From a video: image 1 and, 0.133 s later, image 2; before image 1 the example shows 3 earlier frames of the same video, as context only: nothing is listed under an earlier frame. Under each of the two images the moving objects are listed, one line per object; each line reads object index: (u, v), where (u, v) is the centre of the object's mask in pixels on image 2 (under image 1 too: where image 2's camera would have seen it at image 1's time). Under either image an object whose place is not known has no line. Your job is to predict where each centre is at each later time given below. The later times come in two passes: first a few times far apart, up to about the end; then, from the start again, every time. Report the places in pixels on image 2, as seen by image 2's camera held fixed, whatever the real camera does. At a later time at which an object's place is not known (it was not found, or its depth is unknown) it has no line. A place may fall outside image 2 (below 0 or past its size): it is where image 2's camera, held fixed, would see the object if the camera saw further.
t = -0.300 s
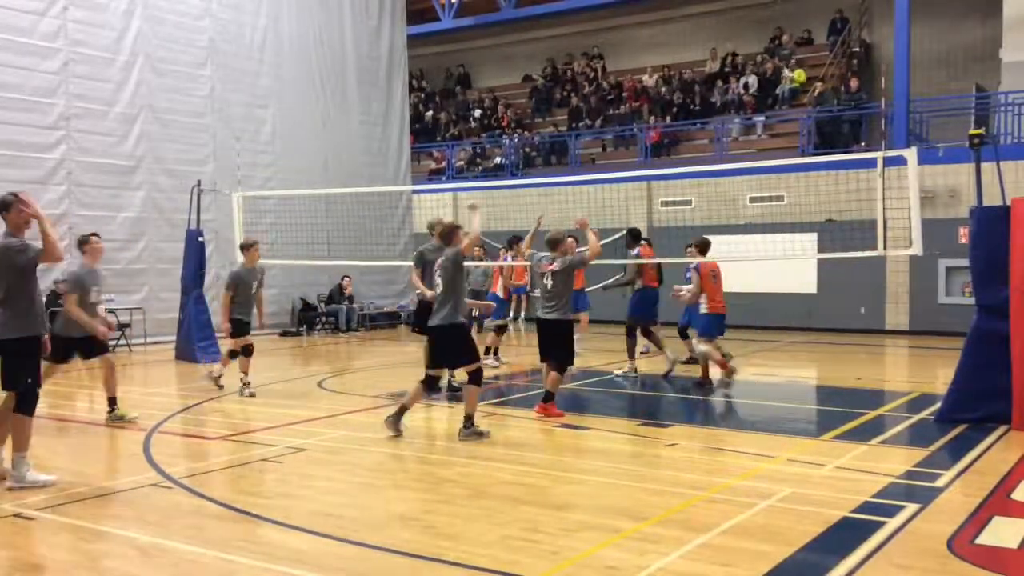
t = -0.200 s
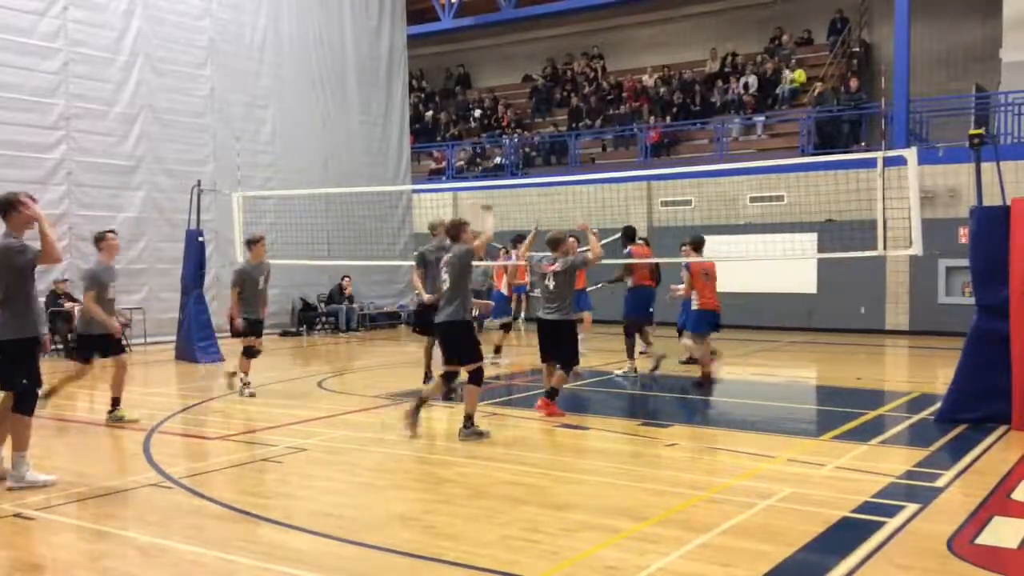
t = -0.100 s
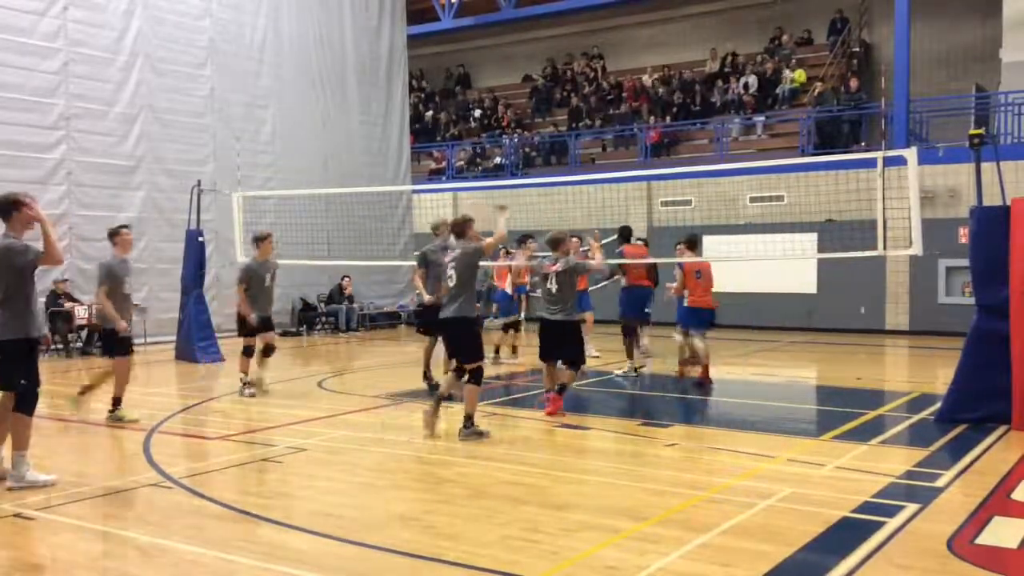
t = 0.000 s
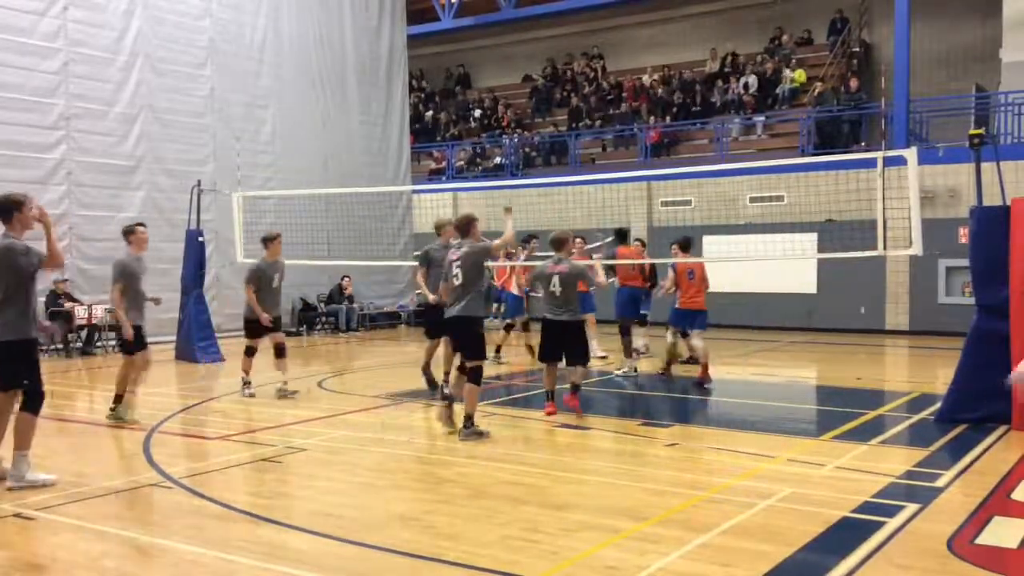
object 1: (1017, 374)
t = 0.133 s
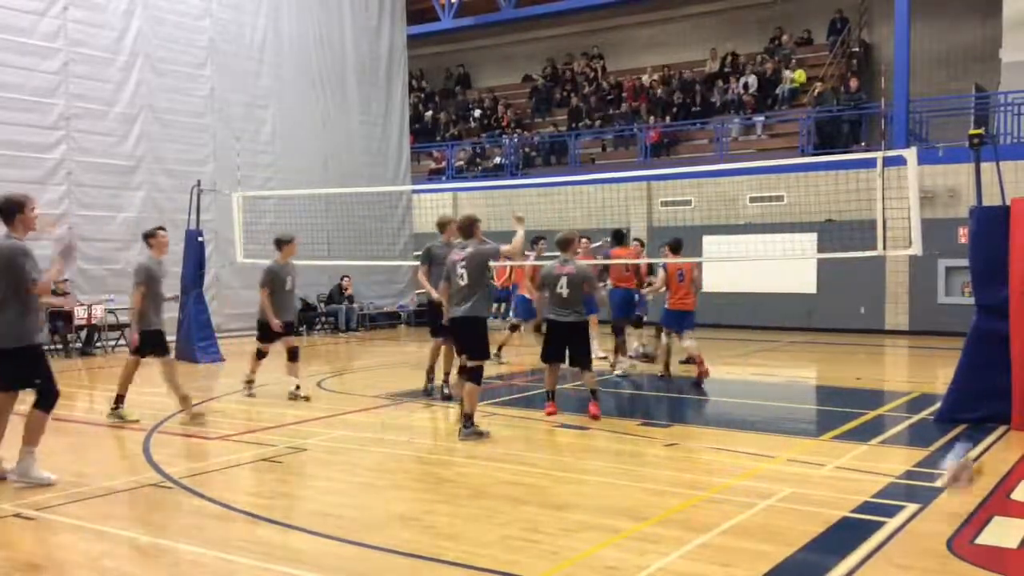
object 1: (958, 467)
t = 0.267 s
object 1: (909, 442)
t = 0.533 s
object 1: (827, 357)
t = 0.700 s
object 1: (776, 363)
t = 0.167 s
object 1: (942, 494)
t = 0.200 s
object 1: (928, 481)
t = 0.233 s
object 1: (918, 462)
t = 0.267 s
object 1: (909, 442)
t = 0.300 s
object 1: (898, 427)
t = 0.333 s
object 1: (885, 411)
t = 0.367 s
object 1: (876, 399)
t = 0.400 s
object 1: (865, 387)
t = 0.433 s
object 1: (856, 377)
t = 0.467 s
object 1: (847, 368)
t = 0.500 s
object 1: (837, 361)
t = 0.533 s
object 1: (827, 357)
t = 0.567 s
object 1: (814, 356)
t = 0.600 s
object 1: (806, 355)
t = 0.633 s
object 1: (798, 356)
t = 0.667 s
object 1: (787, 358)
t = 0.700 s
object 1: (776, 363)
